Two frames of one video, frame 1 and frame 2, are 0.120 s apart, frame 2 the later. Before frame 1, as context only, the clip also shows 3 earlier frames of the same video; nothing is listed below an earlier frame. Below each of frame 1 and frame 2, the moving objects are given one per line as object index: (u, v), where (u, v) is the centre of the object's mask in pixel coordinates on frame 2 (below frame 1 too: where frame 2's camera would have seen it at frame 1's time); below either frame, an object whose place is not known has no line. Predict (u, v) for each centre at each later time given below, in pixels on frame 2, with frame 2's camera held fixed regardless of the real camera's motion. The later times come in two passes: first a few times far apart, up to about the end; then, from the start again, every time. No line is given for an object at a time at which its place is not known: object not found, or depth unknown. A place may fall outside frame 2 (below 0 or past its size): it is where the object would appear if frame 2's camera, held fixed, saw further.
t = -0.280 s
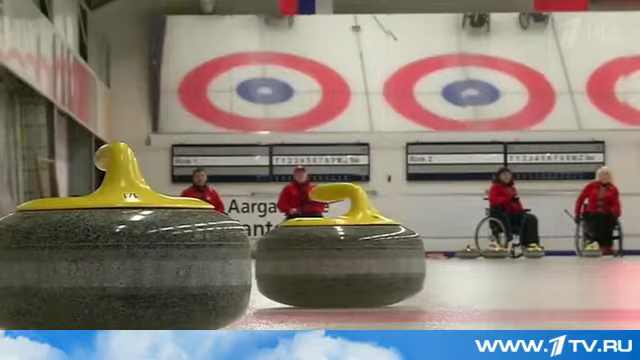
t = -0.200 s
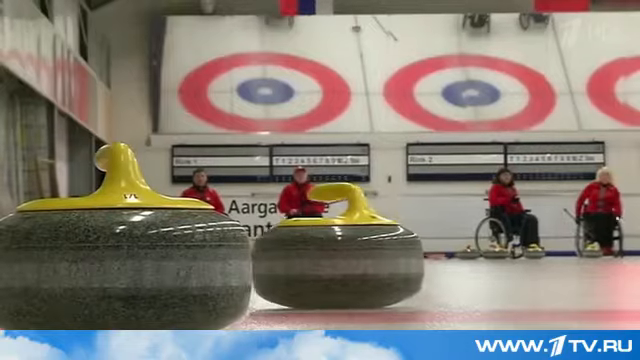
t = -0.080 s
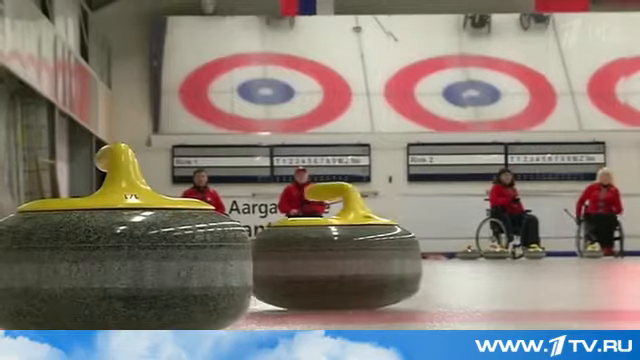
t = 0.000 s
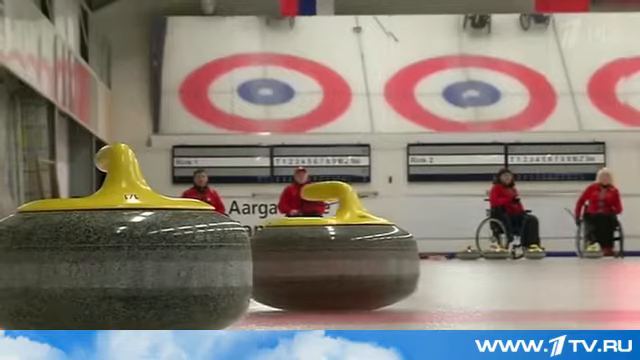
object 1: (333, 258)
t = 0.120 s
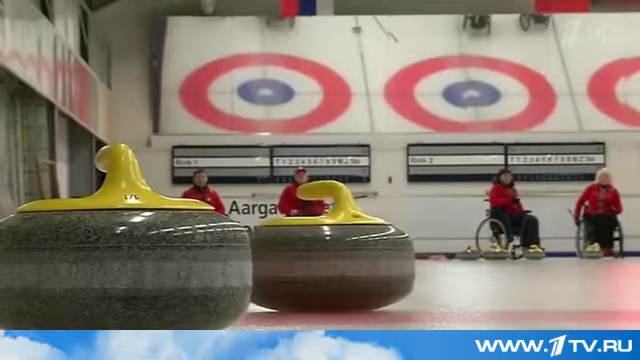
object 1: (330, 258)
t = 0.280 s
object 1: (327, 258)
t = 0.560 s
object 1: (320, 257)
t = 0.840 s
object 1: (313, 258)
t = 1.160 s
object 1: (304, 259)
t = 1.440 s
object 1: (296, 258)
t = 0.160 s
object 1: (329, 258)
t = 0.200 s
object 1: (329, 258)
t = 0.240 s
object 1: (328, 258)
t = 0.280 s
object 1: (327, 258)
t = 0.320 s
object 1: (326, 258)
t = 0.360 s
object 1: (325, 258)
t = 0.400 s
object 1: (324, 258)
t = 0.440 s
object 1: (323, 258)
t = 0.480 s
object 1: (322, 258)
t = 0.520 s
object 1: (321, 258)
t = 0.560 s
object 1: (320, 257)
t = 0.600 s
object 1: (319, 258)
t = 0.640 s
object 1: (318, 257)
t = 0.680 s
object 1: (317, 258)
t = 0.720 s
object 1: (316, 257)
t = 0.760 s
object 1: (315, 258)
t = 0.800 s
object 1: (314, 258)
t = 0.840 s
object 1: (313, 258)
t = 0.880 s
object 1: (312, 258)
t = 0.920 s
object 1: (311, 258)
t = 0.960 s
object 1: (310, 258)
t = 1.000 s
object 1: (308, 259)
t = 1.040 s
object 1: (308, 259)
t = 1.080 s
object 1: (306, 259)
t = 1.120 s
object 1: (305, 259)
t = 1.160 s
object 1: (304, 259)
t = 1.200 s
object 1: (303, 259)
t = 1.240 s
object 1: (302, 259)
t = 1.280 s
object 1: (301, 258)
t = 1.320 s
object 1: (300, 259)
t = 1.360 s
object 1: (299, 258)
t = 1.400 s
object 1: (297, 259)
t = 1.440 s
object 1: (296, 258)
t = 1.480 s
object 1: (295, 258)
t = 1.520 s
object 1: (294, 258)
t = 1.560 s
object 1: (292, 258)
